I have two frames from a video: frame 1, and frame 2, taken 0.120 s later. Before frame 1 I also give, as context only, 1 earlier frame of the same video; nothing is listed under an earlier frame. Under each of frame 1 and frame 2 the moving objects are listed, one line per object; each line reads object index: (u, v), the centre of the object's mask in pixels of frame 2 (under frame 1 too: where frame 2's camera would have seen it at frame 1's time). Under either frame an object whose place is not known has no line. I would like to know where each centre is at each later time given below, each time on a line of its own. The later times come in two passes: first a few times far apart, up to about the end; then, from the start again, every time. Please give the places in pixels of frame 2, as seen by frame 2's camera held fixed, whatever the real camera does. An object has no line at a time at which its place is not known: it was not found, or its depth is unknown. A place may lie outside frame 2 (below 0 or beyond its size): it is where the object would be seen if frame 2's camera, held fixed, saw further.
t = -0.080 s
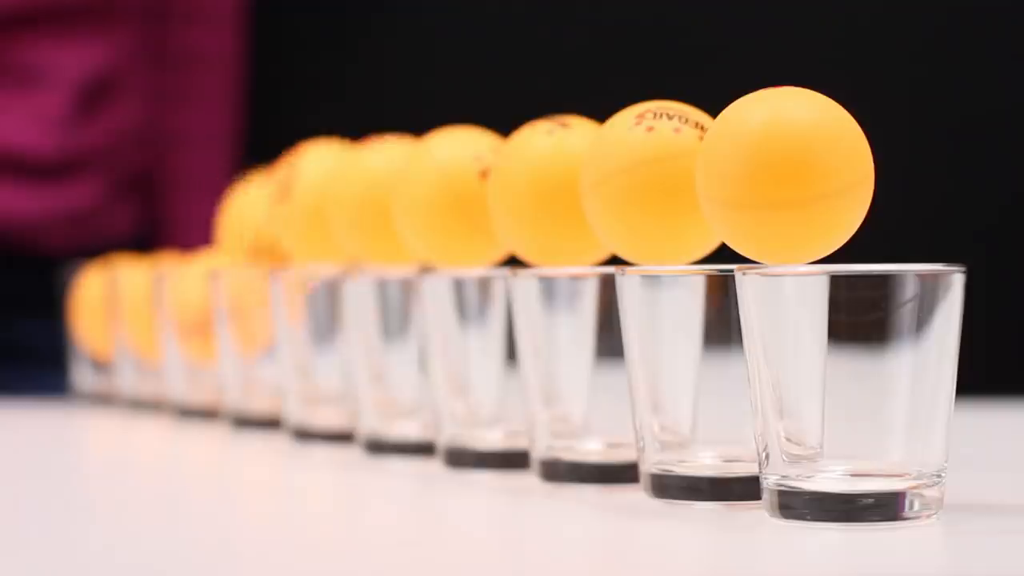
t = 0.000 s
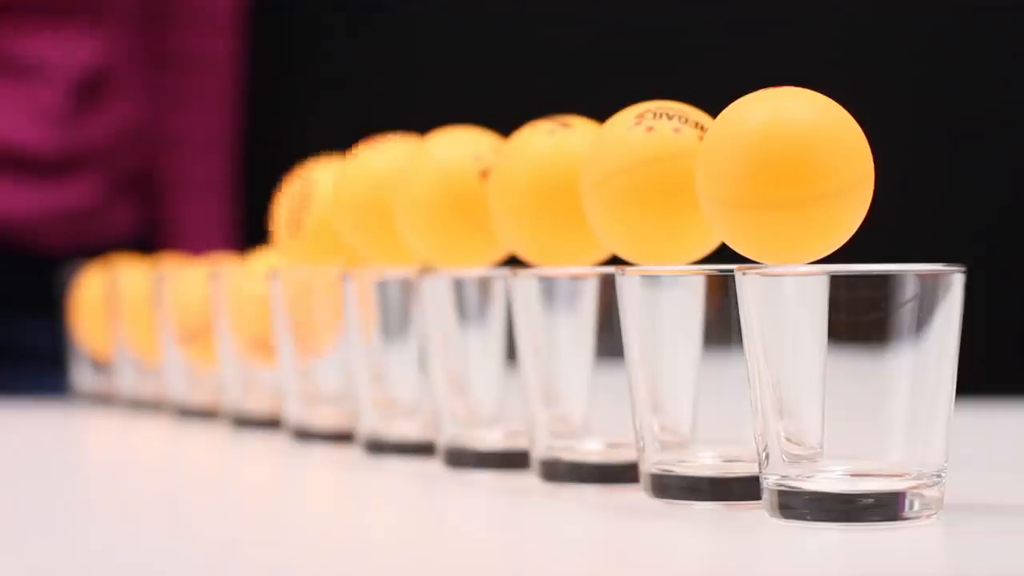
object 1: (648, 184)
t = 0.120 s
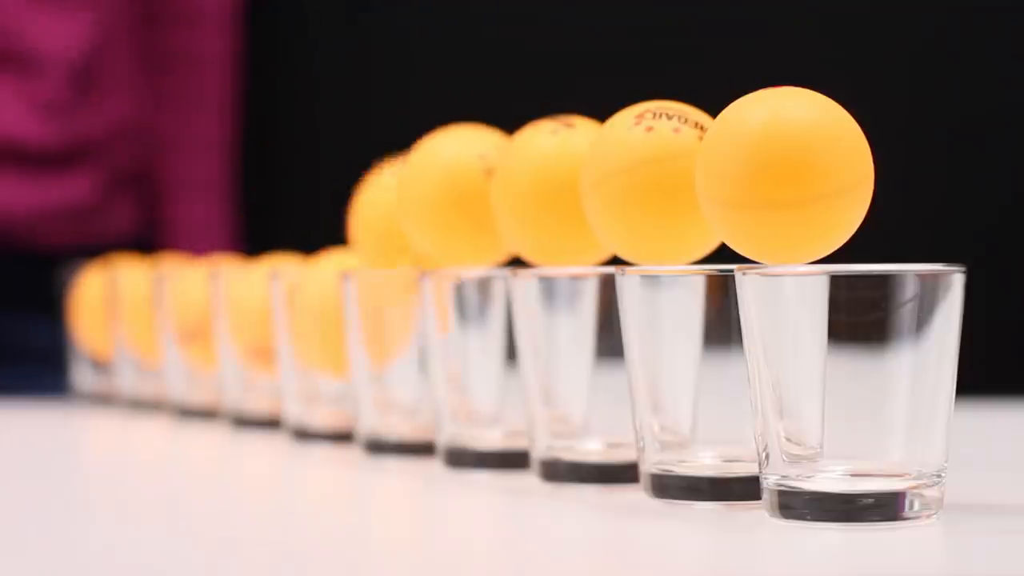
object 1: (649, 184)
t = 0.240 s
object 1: (649, 184)
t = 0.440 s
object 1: (666, 195)
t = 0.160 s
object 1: (649, 184)
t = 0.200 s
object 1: (649, 184)
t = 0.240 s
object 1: (649, 184)
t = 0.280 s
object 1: (649, 184)
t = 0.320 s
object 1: (651, 182)
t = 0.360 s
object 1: (654, 182)
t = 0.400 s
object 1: (659, 186)
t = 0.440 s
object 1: (666, 195)
